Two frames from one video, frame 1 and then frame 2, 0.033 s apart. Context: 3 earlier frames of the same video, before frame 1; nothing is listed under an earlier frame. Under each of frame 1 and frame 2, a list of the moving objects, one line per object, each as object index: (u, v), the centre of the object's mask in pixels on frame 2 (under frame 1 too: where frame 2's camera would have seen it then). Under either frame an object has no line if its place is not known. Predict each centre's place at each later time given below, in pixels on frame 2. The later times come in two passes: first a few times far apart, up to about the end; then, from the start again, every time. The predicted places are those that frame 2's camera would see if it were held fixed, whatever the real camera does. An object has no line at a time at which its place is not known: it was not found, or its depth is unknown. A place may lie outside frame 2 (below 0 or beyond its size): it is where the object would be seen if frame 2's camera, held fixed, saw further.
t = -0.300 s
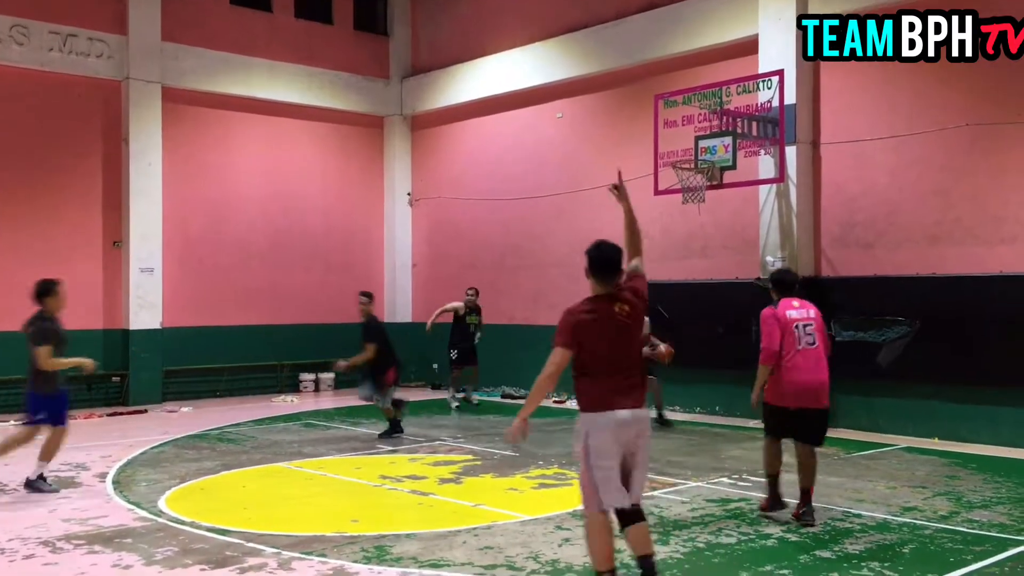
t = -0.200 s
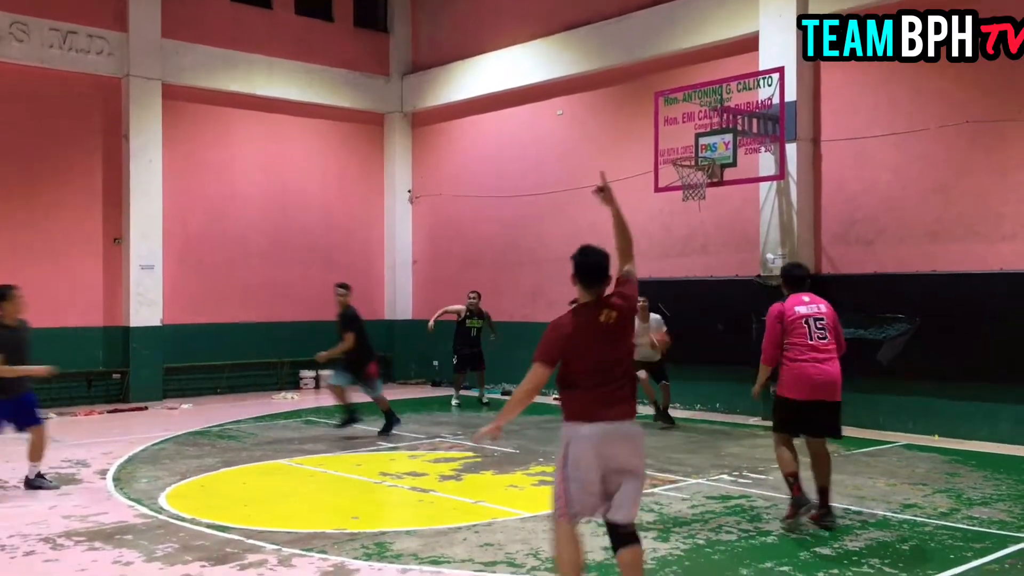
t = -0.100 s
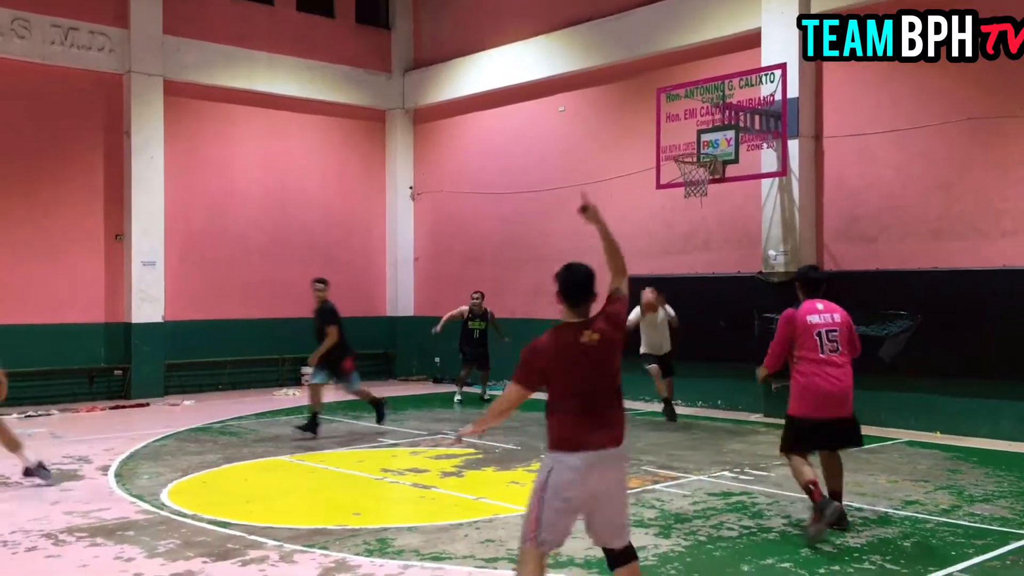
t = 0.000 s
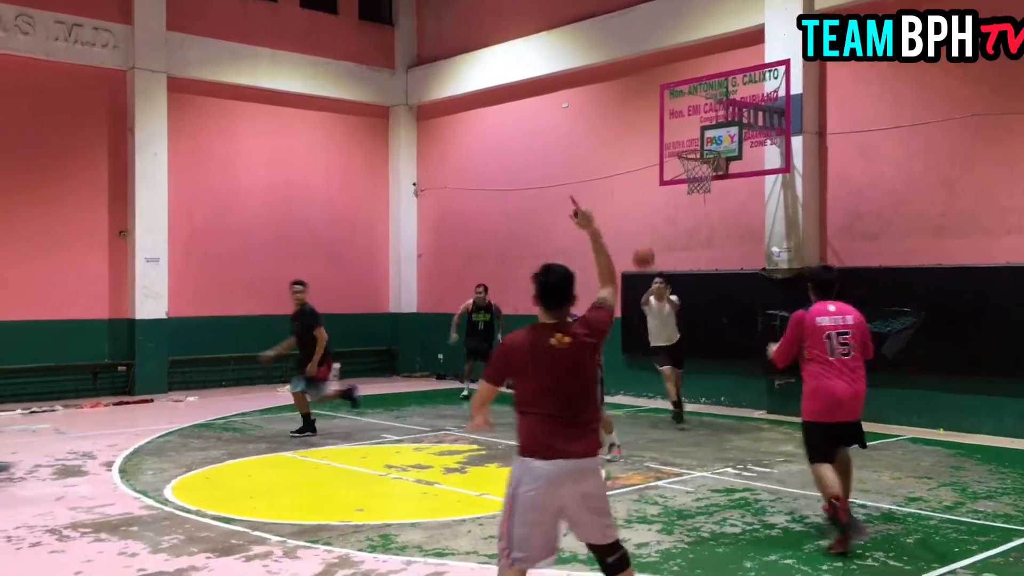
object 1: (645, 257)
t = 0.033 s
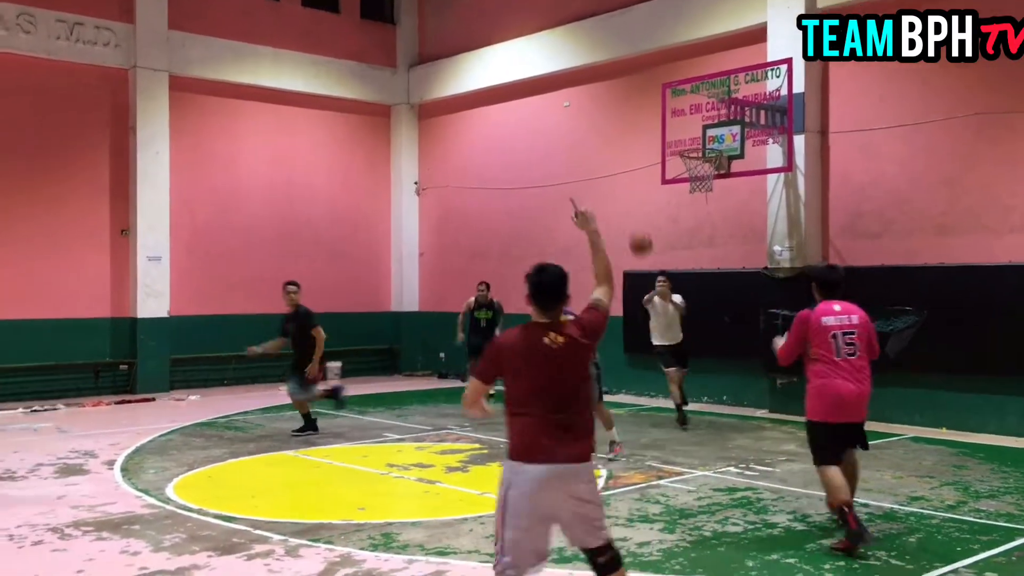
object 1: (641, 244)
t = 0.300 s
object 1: (594, 154)
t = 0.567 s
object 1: (510, 115)
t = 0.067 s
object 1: (635, 232)
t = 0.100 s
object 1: (630, 221)
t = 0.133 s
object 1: (624, 208)
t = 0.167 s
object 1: (618, 196)
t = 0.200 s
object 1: (613, 184)
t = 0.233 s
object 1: (607, 173)
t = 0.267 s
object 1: (601, 162)
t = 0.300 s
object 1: (594, 154)
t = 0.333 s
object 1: (586, 145)
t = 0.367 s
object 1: (577, 137)
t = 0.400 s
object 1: (568, 131)
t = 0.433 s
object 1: (559, 124)
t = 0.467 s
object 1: (547, 120)
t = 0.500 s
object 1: (536, 117)
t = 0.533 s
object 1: (523, 114)
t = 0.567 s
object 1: (510, 115)
